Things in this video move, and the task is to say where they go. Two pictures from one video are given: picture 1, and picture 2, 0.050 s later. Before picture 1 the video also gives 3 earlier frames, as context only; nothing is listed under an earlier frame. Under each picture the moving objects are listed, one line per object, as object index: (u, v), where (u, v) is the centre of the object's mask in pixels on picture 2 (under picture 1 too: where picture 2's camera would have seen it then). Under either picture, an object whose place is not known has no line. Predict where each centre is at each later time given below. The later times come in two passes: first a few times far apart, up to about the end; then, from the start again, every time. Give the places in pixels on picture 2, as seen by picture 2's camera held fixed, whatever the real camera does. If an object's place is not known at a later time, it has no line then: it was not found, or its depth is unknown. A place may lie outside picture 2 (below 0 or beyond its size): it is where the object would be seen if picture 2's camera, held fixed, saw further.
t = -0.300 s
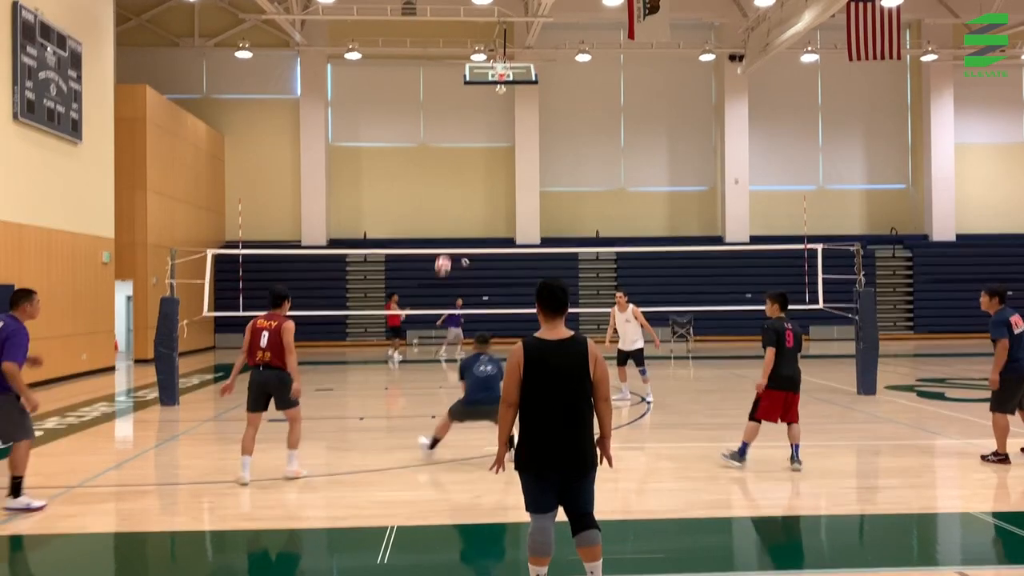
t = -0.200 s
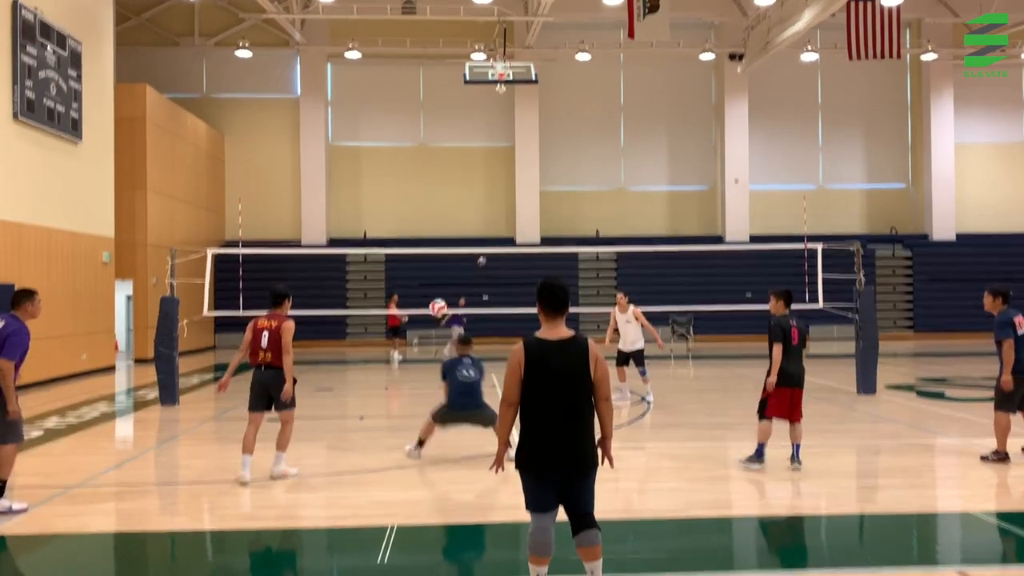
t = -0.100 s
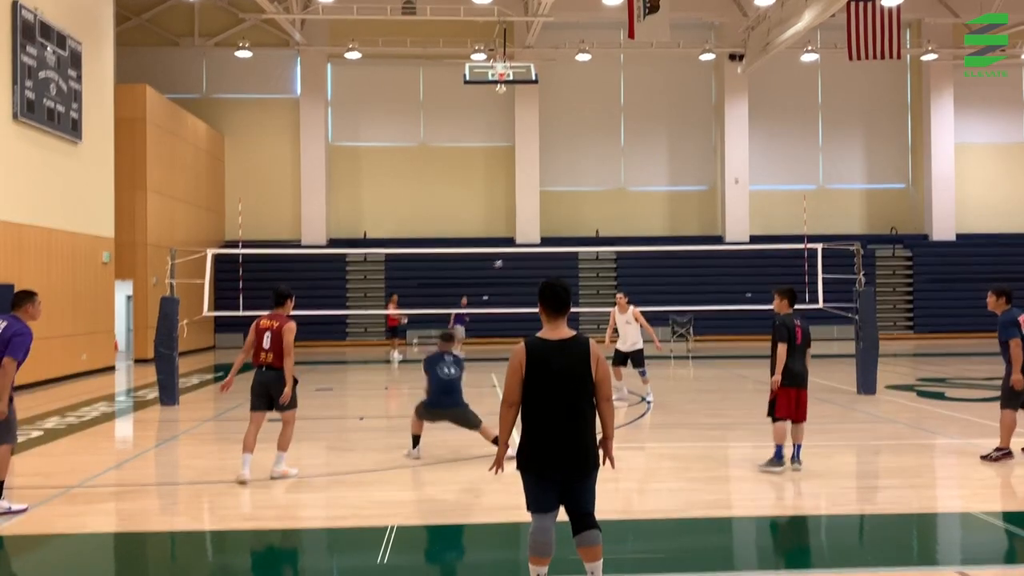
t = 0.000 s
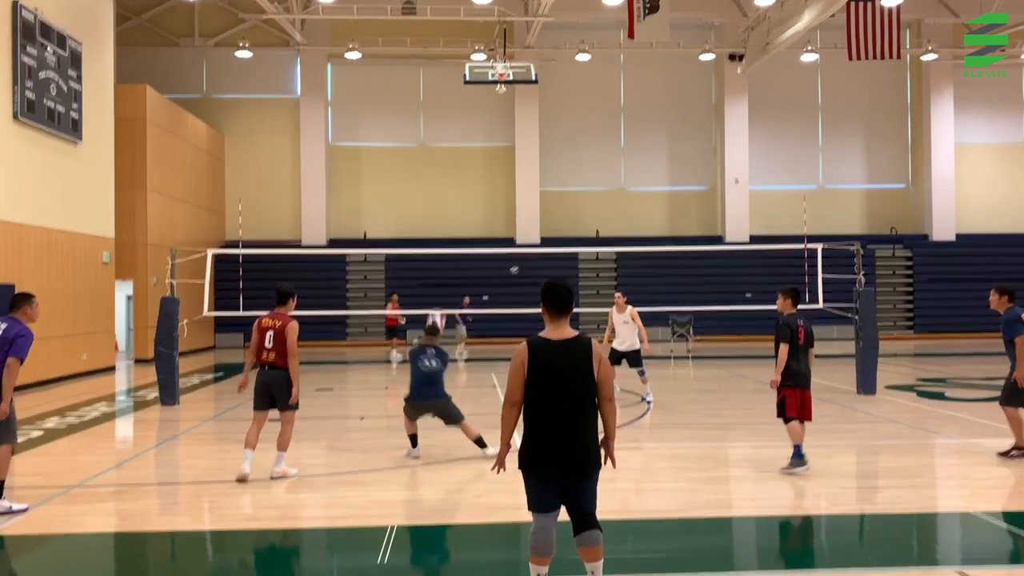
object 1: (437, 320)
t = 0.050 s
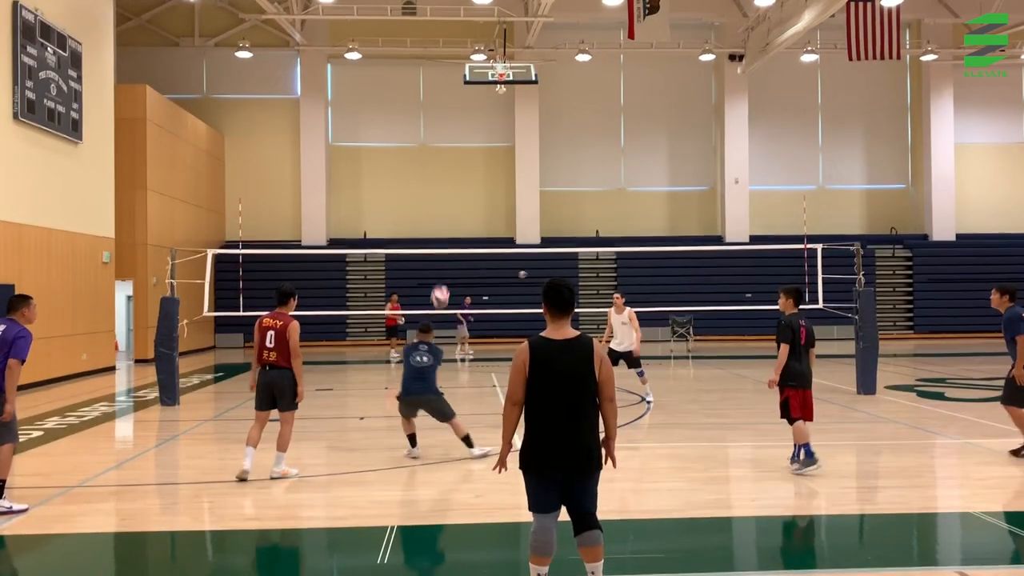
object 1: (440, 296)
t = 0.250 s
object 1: (455, 221)
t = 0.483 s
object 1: (471, 183)
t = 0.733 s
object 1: (488, 189)
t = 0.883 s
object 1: (498, 212)
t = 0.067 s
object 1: (441, 289)
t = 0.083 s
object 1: (442, 281)
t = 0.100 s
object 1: (443, 274)
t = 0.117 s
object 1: (445, 267)
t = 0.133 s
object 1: (446, 261)
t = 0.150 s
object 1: (447, 254)
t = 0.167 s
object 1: (448, 248)
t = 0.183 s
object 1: (450, 242)
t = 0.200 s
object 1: (451, 237)
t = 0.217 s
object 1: (452, 232)
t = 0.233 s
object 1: (454, 226)
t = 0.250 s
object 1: (455, 221)
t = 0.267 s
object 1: (456, 218)
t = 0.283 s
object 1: (457, 214)
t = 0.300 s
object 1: (458, 209)
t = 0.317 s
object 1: (460, 206)
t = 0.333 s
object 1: (461, 202)
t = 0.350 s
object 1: (462, 199)
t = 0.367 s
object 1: (463, 196)
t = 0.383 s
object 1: (465, 194)
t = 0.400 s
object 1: (465, 192)
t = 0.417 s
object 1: (466, 190)
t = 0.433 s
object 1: (468, 187)
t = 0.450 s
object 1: (469, 186)
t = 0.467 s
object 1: (470, 184)
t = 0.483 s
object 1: (471, 183)
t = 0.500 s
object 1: (472, 182)
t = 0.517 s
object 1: (473, 181)
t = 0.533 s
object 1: (475, 180)
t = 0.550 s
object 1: (476, 180)
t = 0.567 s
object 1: (477, 179)
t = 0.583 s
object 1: (478, 180)
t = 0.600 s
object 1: (479, 180)
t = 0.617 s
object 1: (480, 181)
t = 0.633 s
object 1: (481, 181)
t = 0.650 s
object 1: (483, 182)
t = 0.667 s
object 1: (484, 183)
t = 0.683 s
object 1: (484, 184)
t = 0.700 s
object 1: (486, 185)
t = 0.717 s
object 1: (487, 187)
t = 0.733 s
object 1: (488, 189)
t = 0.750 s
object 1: (489, 190)
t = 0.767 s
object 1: (490, 193)
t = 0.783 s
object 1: (491, 195)
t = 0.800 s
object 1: (492, 197)
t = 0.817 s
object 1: (493, 200)
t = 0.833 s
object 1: (494, 203)
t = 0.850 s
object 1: (495, 205)
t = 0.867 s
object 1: (496, 209)
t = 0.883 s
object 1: (498, 212)
